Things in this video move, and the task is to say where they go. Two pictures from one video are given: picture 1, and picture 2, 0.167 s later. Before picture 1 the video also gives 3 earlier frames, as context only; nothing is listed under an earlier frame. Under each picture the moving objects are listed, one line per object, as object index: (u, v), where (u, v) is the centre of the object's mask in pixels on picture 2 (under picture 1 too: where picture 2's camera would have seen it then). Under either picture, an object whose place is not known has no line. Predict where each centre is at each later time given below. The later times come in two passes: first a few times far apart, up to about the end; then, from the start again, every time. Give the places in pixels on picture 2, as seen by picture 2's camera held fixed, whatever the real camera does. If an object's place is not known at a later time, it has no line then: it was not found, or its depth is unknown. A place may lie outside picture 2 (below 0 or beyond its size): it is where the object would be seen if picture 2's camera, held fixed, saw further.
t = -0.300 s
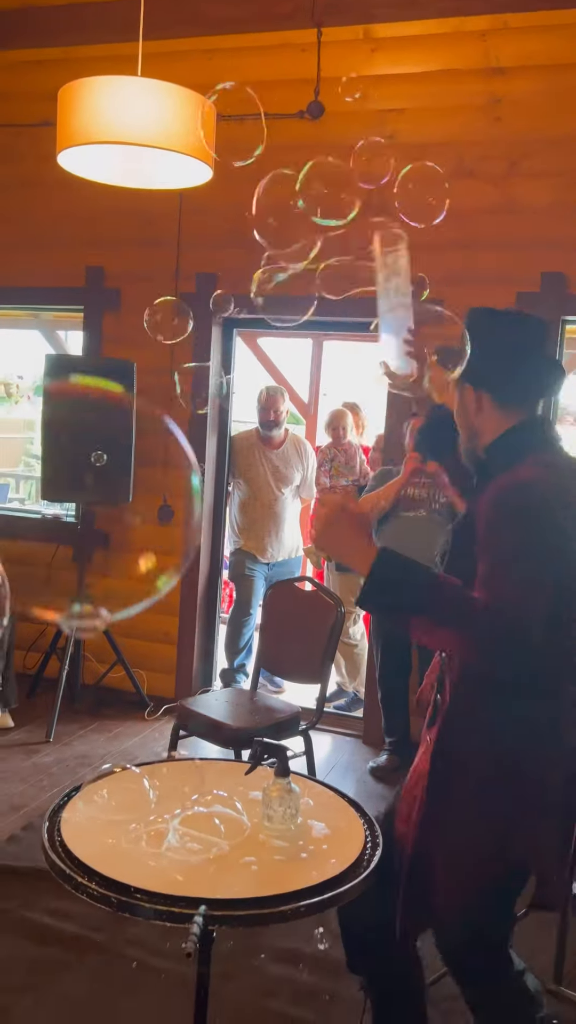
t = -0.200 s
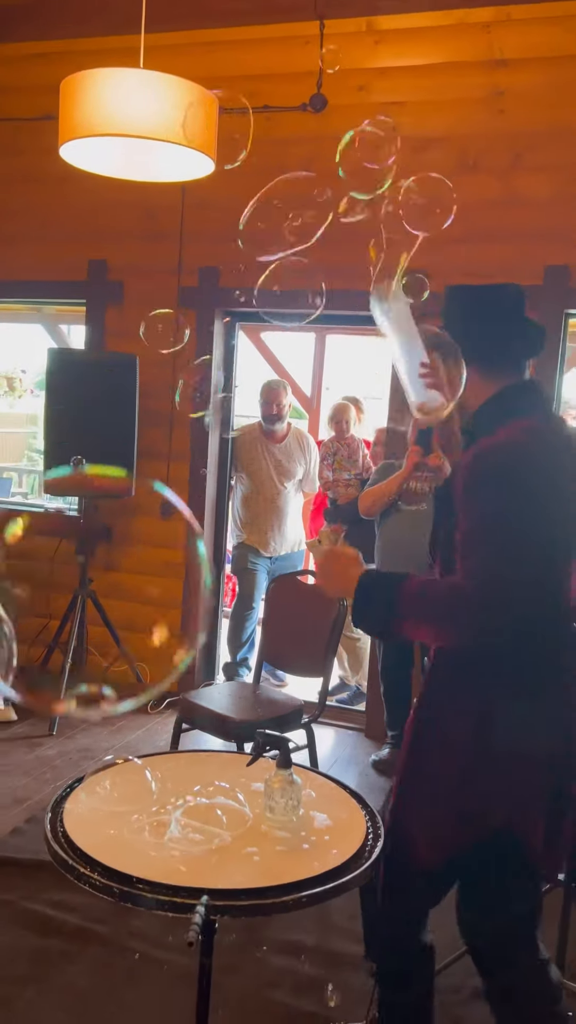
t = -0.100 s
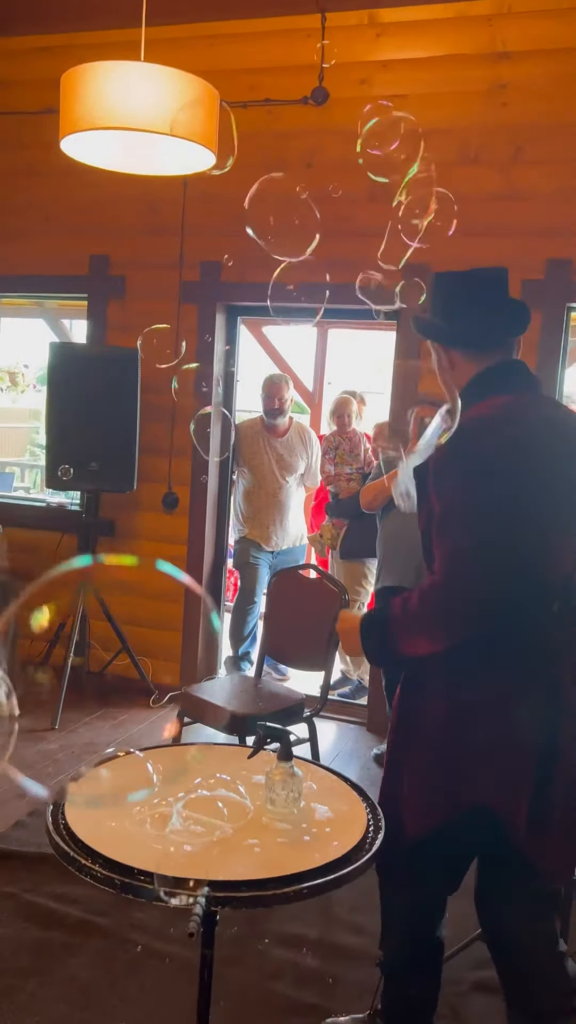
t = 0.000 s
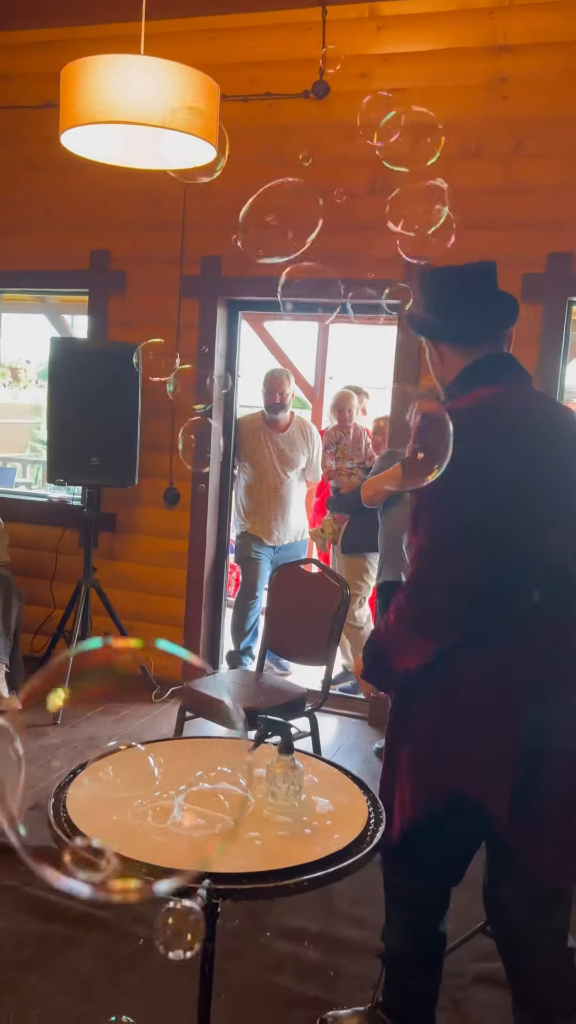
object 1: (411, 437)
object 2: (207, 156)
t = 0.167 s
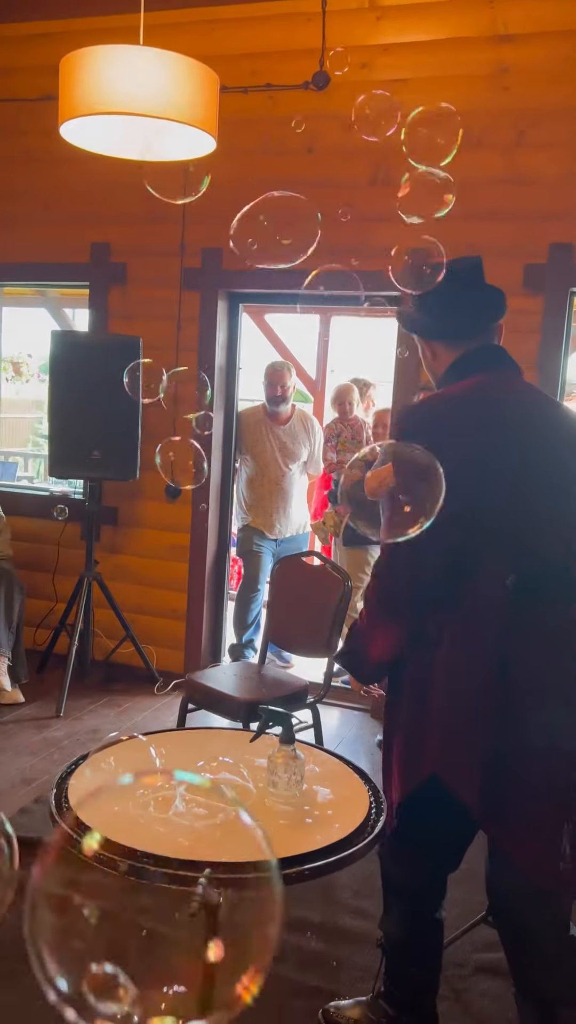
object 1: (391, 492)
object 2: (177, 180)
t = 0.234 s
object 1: (390, 516)
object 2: (167, 185)
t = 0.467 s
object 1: (391, 608)
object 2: (152, 219)
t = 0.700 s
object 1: (410, 698)
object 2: (146, 267)
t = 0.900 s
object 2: (151, 308)
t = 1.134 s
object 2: (161, 354)
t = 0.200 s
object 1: (390, 501)
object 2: (173, 182)
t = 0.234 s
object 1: (390, 516)
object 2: (167, 185)
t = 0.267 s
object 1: (387, 533)
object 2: (165, 188)
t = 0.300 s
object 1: (388, 541)
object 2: (163, 191)
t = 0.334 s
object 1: (390, 556)
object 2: (159, 196)
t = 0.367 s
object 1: (389, 566)
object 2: (157, 199)
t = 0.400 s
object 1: (389, 581)
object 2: (156, 206)
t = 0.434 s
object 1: (391, 598)
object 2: (153, 213)
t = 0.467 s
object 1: (391, 608)
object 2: (152, 219)
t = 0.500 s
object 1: (393, 623)
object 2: (151, 227)
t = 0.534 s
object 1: (395, 632)
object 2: (150, 232)
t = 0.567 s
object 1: (398, 647)
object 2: (148, 240)
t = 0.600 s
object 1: (400, 663)
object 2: (147, 248)
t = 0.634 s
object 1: (403, 674)
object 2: (147, 254)
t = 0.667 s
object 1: (407, 689)
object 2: (147, 262)
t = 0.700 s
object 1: (410, 698)
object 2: (146, 267)
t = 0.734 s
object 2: (146, 275)
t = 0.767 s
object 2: (148, 283)
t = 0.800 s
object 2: (149, 288)
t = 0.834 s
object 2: (149, 295)
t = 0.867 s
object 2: (150, 300)
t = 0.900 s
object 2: (151, 308)
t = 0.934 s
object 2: (153, 315)
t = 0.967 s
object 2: (153, 320)
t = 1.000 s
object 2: (154, 329)
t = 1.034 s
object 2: (155, 334)
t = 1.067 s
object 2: (158, 341)
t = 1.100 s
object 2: (160, 349)
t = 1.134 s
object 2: (161, 354)
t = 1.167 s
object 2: (164, 360)
